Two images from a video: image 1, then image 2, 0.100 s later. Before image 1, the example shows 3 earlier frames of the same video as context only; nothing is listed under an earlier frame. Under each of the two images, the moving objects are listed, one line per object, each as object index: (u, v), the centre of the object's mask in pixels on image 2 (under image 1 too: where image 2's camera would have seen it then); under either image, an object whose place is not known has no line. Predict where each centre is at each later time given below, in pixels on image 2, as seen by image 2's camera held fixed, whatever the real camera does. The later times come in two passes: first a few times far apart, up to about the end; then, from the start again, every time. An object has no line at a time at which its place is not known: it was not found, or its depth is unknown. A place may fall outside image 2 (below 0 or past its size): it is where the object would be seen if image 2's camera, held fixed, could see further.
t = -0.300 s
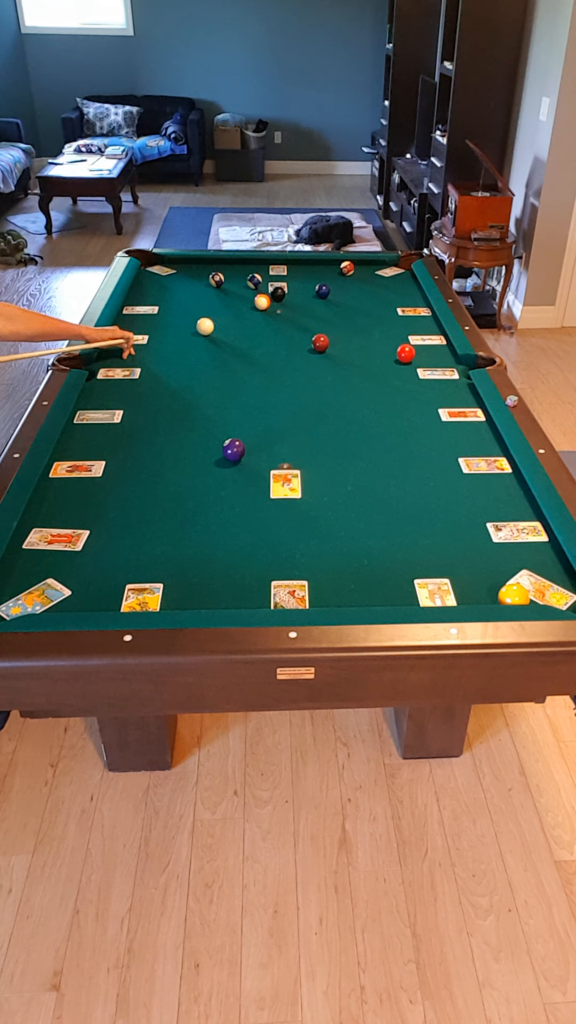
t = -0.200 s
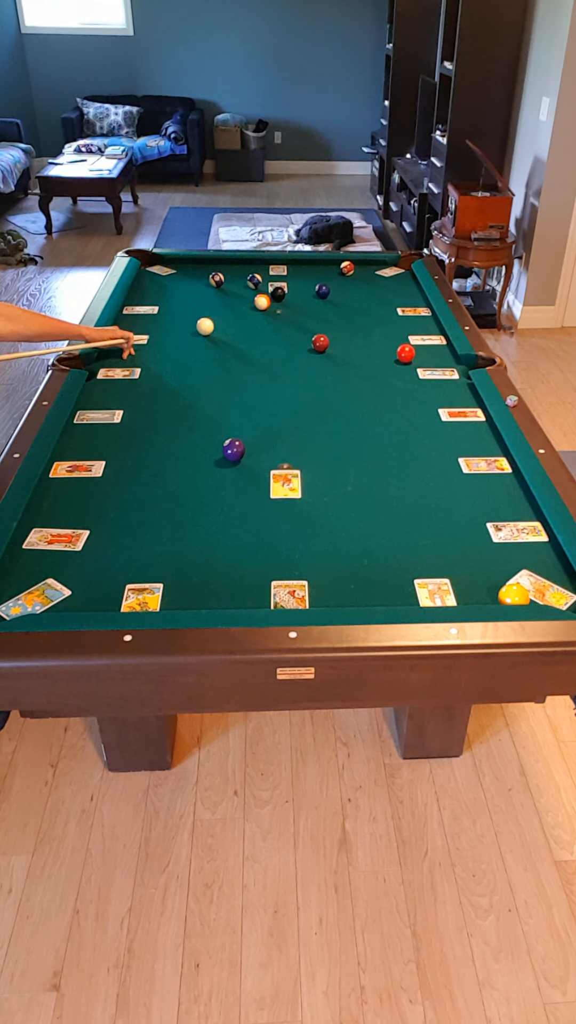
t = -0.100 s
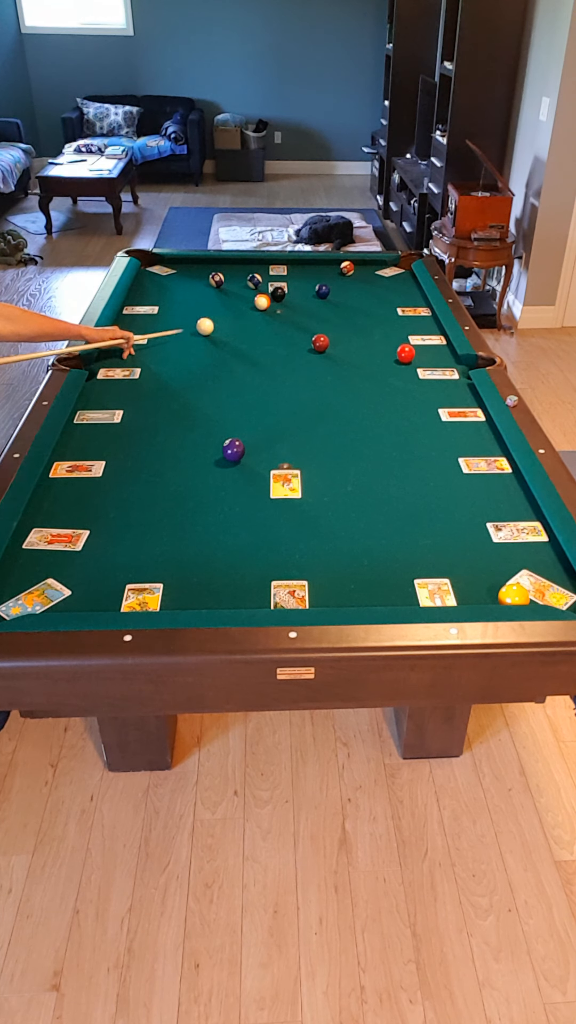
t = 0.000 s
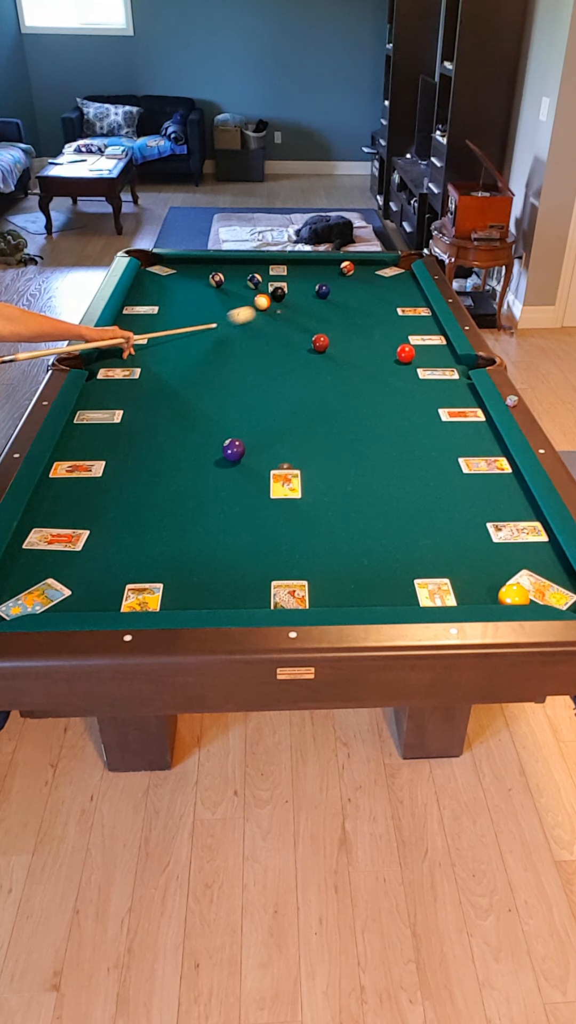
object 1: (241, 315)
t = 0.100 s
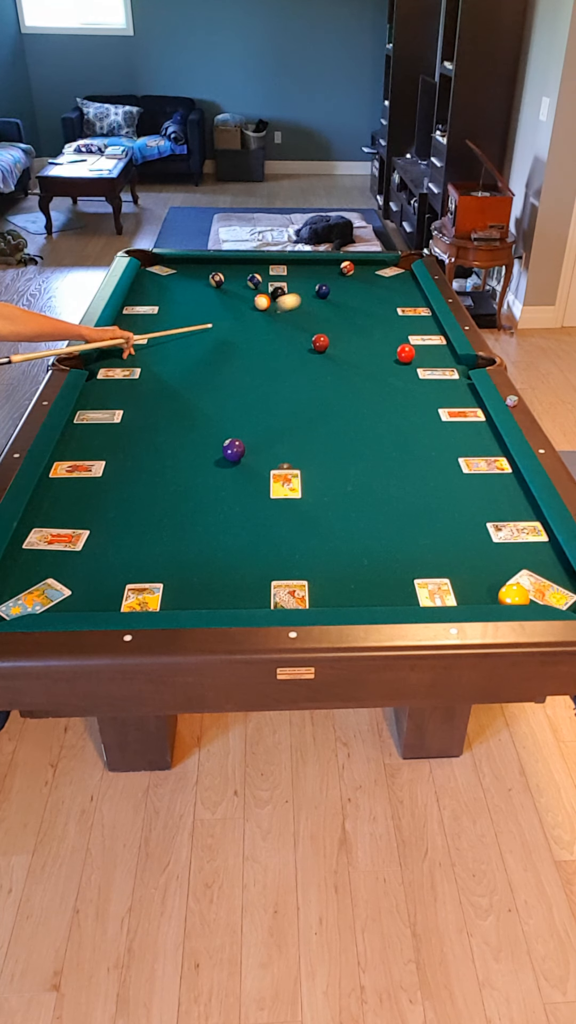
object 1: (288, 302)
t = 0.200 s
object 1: (317, 294)
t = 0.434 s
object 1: (341, 293)
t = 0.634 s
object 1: (360, 292)
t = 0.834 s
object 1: (378, 290)
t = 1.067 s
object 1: (397, 289)
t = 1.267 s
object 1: (412, 288)
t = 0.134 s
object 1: (302, 298)
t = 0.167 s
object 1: (312, 294)
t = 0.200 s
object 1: (317, 294)
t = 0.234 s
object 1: (320, 294)
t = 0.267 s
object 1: (324, 294)
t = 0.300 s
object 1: (327, 294)
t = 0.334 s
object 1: (331, 294)
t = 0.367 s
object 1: (334, 293)
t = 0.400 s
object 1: (337, 293)
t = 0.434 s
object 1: (341, 293)
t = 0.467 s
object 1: (344, 293)
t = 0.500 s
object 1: (347, 293)
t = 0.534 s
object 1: (351, 292)
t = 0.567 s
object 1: (354, 292)
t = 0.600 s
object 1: (357, 292)
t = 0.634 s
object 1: (360, 292)
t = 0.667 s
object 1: (363, 291)
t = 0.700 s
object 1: (366, 291)
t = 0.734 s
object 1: (369, 291)
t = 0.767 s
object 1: (372, 291)
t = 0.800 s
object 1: (375, 291)
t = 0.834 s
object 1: (378, 290)
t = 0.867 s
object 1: (381, 290)
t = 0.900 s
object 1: (383, 290)
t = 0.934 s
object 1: (386, 290)
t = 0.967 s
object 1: (389, 290)
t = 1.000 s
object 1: (391, 289)
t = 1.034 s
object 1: (394, 289)
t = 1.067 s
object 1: (397, 289)
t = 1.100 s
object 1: (399, 289)
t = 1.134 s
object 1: (402, 289)
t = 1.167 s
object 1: (404, 288)
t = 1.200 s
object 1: (407, 288)
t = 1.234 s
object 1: (409, 288)
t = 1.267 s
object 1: (412, 288)
